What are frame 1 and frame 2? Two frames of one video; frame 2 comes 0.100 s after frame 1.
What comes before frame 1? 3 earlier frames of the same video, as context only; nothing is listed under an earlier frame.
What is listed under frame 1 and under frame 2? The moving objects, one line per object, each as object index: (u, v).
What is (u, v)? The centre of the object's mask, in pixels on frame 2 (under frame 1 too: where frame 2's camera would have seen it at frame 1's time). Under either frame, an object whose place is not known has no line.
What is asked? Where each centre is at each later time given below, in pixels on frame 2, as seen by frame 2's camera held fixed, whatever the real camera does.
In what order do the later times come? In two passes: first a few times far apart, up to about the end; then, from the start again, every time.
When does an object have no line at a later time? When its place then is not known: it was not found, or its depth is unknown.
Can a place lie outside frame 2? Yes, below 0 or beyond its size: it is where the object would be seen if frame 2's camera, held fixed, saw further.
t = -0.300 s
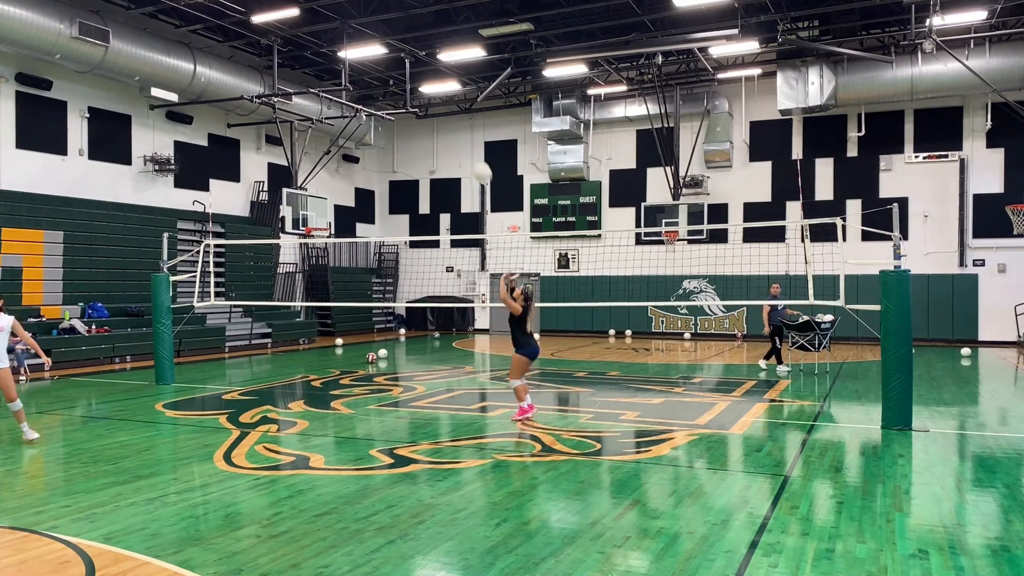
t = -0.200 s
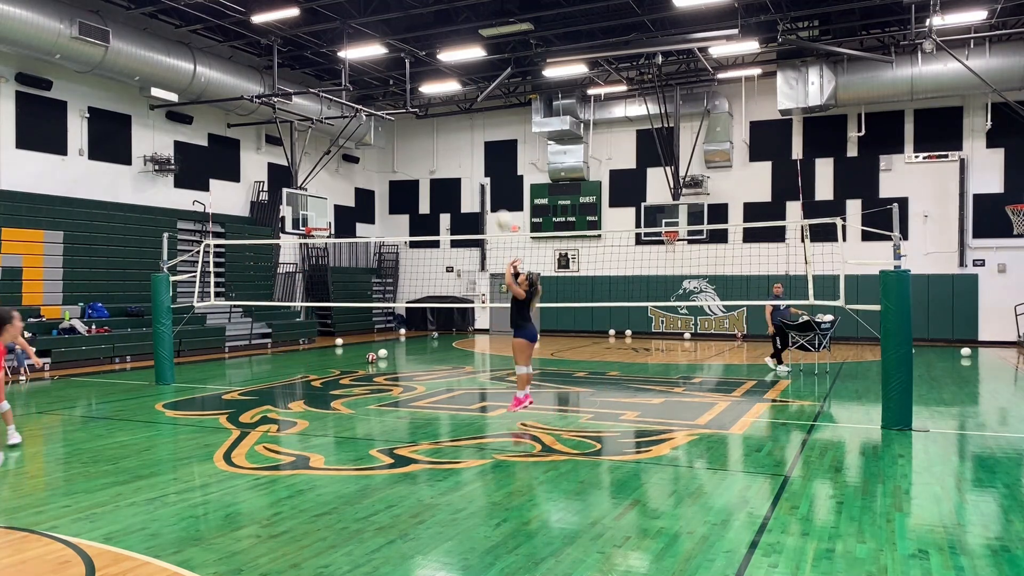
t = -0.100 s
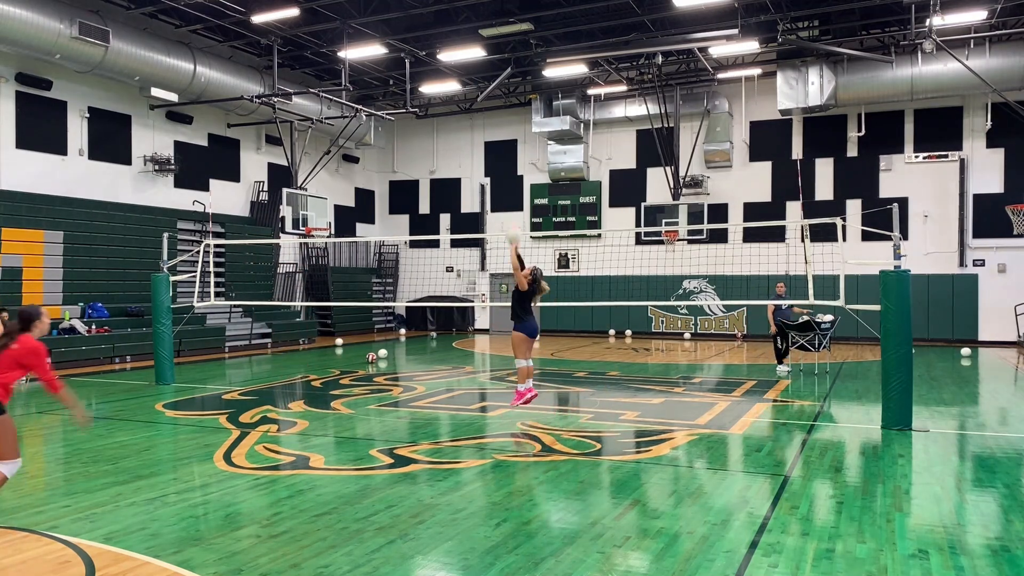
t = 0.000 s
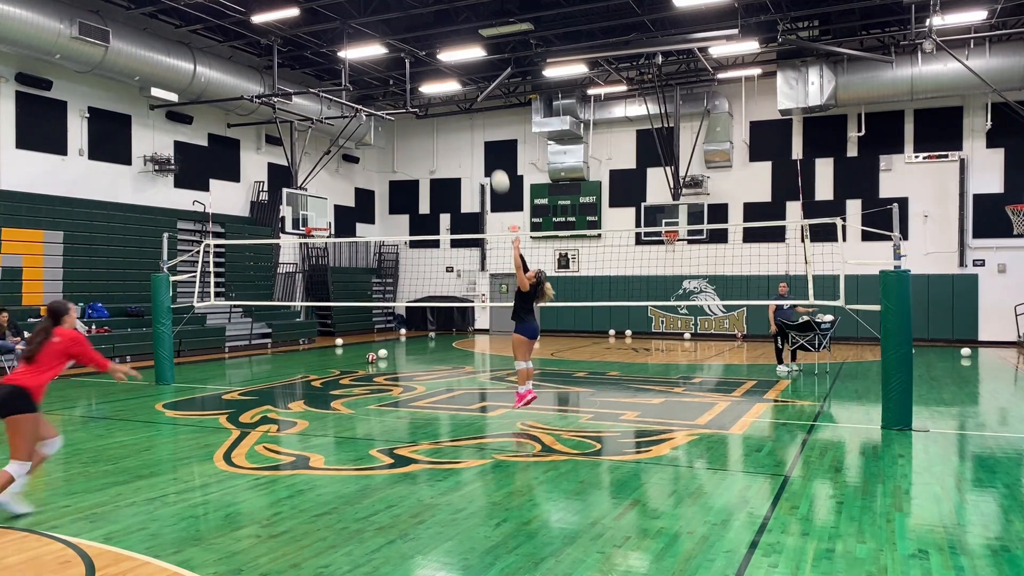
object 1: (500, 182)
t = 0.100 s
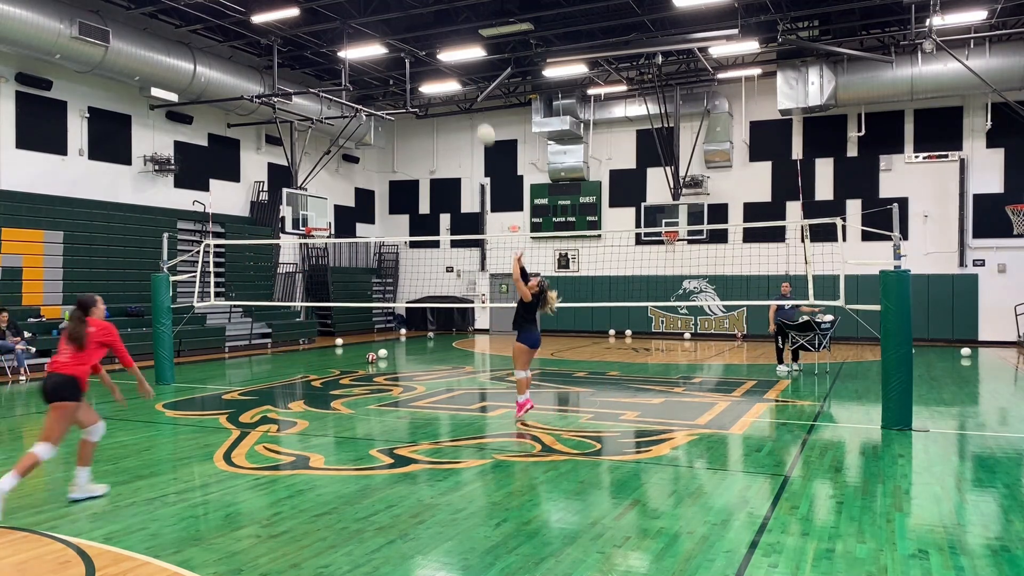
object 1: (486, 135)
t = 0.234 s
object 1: (467, 84)
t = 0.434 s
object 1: (437, 36)
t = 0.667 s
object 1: (402, 24)
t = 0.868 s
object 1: (371, 51)
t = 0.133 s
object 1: (481, 119)
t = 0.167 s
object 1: (476, 108)
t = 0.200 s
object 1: (471, 96)
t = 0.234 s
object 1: (467, 84)
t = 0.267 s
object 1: (462, 74)
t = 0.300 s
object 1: (458, 67)
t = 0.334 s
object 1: (451, 56)
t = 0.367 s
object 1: (446, 47)
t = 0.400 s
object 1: (442, 41)
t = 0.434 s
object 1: (437, 36)
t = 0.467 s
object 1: (432, 31)
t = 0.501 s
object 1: (427, 28)
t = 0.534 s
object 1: (422, 25)
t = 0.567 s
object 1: (417, 23)
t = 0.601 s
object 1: (412, 22)
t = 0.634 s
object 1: (407, 22)
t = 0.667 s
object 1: (402, 24)
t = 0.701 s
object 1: (397, 26)
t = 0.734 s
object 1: (391, 29)
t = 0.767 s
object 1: (386, 33)
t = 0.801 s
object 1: (382, 37)
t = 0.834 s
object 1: (377, 43)
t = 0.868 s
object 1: (371, 51)
